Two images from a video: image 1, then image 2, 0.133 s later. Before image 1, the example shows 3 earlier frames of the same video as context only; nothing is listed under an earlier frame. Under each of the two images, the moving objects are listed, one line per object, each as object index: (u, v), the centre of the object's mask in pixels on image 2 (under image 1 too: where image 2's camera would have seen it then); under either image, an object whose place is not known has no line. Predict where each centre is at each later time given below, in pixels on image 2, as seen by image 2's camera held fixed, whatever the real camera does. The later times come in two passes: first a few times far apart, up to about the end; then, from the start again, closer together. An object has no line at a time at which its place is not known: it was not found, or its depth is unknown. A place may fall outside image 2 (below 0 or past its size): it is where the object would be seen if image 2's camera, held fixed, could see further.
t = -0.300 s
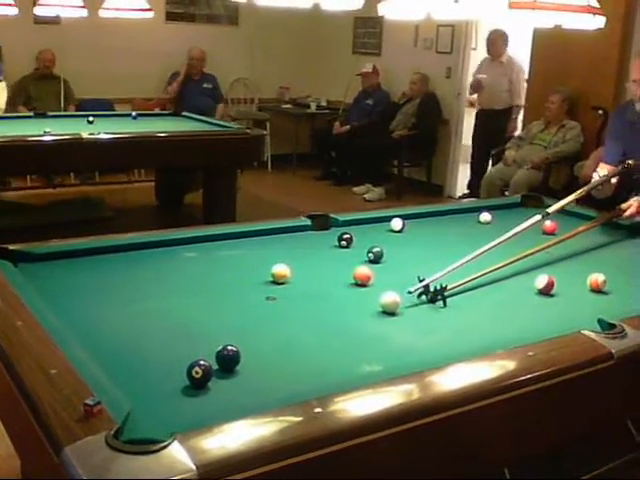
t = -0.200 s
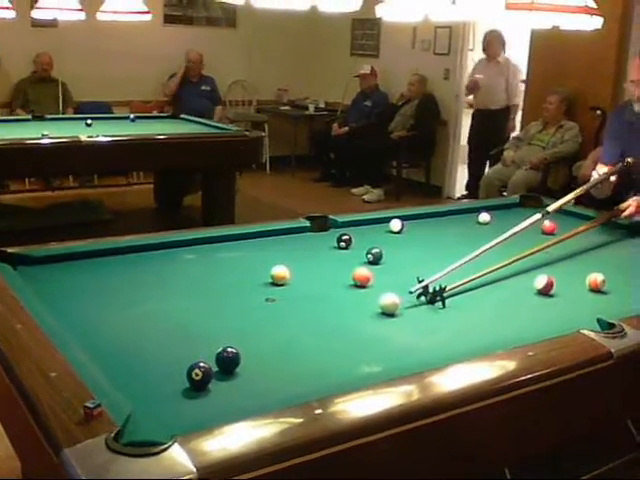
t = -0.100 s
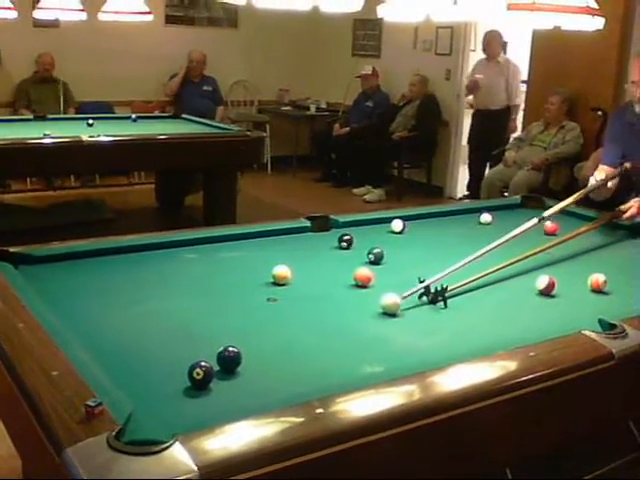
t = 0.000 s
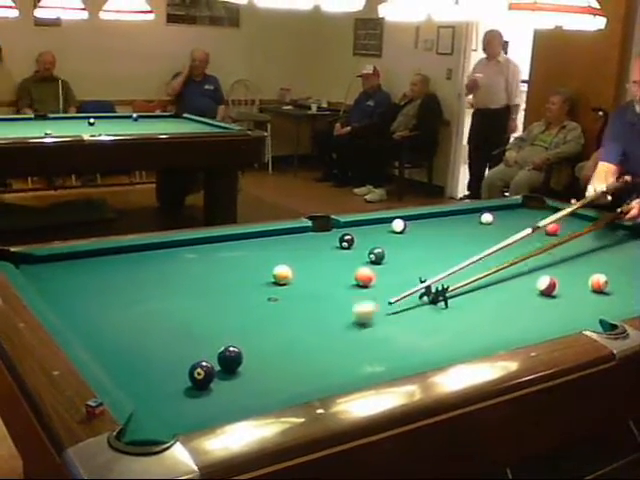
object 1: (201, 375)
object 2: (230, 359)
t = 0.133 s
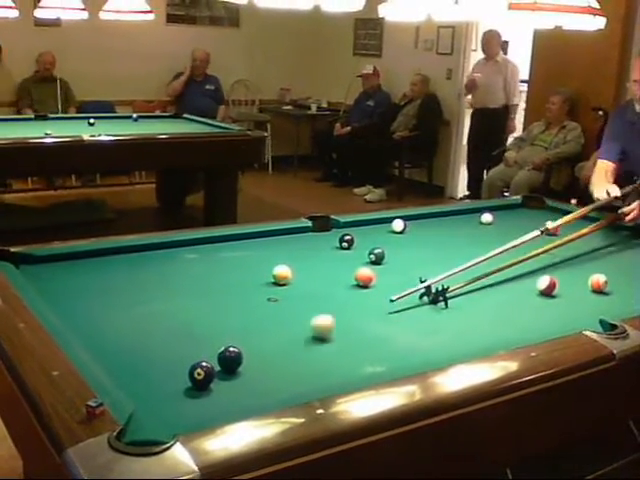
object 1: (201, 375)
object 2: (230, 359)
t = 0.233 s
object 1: (201, 375)
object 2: (230, 359)
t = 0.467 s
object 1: (185, 385)
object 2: (211, 365)
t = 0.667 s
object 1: (148, 408)
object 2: (199, 364)
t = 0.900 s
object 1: (183, 413)
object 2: (181, 365)
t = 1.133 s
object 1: (200, 405)
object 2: (165, 367)
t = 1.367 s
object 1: (208, 397)
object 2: (151, 368)
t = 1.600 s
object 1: (214, 391)
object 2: (140, 369)
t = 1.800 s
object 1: (220, 384)
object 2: (131, 369)
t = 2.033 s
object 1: (225, 378)
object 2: (125, 370)
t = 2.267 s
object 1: (229, 374)
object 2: (121, 371)
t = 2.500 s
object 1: (233, 372)
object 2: (119, 370)
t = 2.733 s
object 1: (236, 370)
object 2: (119, 370)
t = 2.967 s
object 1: (237, 369)
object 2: (120, 370)
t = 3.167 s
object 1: (237, 369)
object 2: (119, 370)
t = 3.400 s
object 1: (237, 369)
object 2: (119, 370)
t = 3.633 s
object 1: (237, 369)
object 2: (119, 370)
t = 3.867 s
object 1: (238, 369)
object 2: (119, 370)
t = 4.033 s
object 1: (237, 370)
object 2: (119, 370)
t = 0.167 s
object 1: (201, 375)
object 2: (229, 359)
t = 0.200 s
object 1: (201, 375)
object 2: (230, 359)
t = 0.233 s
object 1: (201, 375)
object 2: (230, 359)
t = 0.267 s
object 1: (201, 375)
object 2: (230, 359)
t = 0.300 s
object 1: (201, 375)
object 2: (230, 359)
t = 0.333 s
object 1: (201, 375)
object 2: (229, 359)
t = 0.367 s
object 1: (201, 375)
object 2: (224, 361)
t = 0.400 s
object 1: (199, 376)
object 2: (217, 363)
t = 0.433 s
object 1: (191, 381)
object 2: (213, 365)
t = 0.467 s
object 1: (185, 385)
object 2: (211, 365)
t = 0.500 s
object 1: (179, 388)
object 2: (209, 364)
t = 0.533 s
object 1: (173, 392)
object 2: (207, 364)
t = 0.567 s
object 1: (167, 397)
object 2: (205, 364)
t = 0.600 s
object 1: (161, 400)
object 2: (203, 364)
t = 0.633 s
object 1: (154, 404)
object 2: (201, 364)
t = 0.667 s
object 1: (148, 408)
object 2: (199, 364)
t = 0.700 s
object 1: (152, 409)
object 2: (197, 364)
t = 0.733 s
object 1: (156, 410)
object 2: (194, 364)
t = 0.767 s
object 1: (162, 411)
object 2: (192, 364)
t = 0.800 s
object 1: (168, 413)
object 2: (188, 364)
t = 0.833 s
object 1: (173, 414)
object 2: (185, 364)
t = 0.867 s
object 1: (179, 414)
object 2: (183, 365)
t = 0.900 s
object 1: (183, 413)
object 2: (181, 365)
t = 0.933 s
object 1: (188, 412)
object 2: (178, 365)
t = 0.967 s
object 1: (192, 412)
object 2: (176, 365)
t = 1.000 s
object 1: (193, 411)
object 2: (173, 366)
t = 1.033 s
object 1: (195, 409)
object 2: (171, 366)
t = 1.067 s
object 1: (197, 407)
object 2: (169, 367)
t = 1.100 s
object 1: (198, 406)
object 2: (167, 367)
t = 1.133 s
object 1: (200, 405)
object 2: (165, 367)
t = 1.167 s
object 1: (201, 404)
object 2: (163, 367)
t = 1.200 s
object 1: (202, 403)
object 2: (160, 367)
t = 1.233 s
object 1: (204, 402)
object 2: (159, 367)
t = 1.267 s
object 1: (205, 401)
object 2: (157, 367)
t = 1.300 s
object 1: (206, 400)
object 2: (155, 368)
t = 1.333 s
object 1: (207, 399)
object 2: (153, 368)
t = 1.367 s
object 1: (208, 397)
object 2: (151, 368)
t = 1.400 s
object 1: (209, 396)
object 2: (149, 368)
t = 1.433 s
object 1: (210, 395)
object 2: (147, 369)
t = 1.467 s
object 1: (211, 394)
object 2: (146, 369)
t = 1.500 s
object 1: (212, 394)
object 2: (144, 369)
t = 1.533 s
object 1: (212, 393)
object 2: (142, 369)
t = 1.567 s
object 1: (213, 391)
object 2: (141, 369)
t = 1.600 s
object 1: (214, 391)
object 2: (140, 369)
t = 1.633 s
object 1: (215, 389)
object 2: (138, 369)
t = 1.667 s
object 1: (216, 388)
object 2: (137, 369)
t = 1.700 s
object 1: (217, 387)
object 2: (136, 369)
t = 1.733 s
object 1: (218, 386)
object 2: (135, 369)
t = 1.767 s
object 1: (219, 385)
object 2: (133, 369)
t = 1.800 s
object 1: (220, 384)
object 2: (131, 369)
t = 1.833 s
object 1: (221, 383)
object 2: (130, 370)
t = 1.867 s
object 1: (222, 382)
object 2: (129, 370)
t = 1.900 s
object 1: (222, 381)
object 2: (128, 370)
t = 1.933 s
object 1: (223, 380)
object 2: (128, 370)
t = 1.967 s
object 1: (223, 379)
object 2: (127, 370)
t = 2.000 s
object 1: (224, 379)
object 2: (126, 370)
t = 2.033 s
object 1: (225, 378)
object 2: (125, 370)
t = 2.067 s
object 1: (226, 377)
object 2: (125, 370)
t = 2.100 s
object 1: (226, 376)
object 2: (123, 371)
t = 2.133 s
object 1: (227, 375)
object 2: (123, 371)
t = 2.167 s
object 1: (228, 375)
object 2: (122, 371)
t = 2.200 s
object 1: (228, 375)
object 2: (122, 371)
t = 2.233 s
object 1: (229, 375)
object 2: (121, 371)
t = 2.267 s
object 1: (229, 374)
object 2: (121, 371)
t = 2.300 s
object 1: (230, 374)
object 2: (120, 370)
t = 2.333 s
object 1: (231, 373)
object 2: (120, 370)
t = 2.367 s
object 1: (231, 373)
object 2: (120, 370)
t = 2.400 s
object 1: (232, 372)
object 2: (120, 370)
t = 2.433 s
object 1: (232, 372)
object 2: (120, 370)
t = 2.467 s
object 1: (233, 372)
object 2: (120, 370)
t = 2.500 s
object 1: (233, 372)
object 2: (119, 370)
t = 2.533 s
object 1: (234, 371)
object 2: (119, 370)
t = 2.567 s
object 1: (235, 371)
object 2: (119, 369)
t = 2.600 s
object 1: (235, 371)
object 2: (119, 369)
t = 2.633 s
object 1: (236, 371)
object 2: (119, 370)
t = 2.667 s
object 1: (236, 370)
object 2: (119, 369)
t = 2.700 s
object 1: (236, 370)
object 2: (119, 369)
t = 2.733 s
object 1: (236, 370)
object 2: (119, 370)
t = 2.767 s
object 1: (236, 370)
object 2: (119, 370)
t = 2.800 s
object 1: (237, 370)
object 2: (119, 370)
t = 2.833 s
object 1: (237, 370)
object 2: (119, 370)
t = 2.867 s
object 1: (237, 370)
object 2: (119, 370)
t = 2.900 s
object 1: (237, 369)
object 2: (120, 370)
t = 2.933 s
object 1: (237, 370)
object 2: (119, 370)
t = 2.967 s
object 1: (237, 369)
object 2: (120, 370)
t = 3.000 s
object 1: (237, 370)
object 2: (119, 370)
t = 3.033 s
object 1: (237, 369)
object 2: (119, 370)
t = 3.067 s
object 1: (237, 370)
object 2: (119, 370)
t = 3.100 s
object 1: (237, 369)
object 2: (119, 370)
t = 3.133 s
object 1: (237, 369)
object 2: (119, 370)
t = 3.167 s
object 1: (237, 369)
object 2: (119, 370)
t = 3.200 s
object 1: (237, 369)
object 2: (119, 370)
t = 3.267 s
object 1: (237, 370)
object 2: (119, 370)
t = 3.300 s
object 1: (237, 369)
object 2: (119, 370)
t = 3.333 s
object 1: (237, 369)
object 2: (119, 370)
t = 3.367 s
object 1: (237, 369)
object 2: (119, 370)
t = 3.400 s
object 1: (237, 369)
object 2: (119, 370)
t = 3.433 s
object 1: (237, 369)
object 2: (119, 370)
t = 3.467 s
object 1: (237, 370)
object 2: (119, 370)
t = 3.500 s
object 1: (237, 369)
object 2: (119, 370)
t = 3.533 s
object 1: (237, 369)
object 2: (119, 370)
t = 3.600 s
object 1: (237, 369)
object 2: (119, 369)
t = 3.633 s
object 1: (237, 369)
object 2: (119, 370)
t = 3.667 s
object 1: (237, 369)
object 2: (119, 370)
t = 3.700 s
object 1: (237, 369)
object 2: (119, 370)
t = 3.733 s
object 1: (237, 369)
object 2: (119, 370)
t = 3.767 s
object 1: (237, 369)
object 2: (119, 370)
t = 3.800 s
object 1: (237, 369)
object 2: (119, 370)
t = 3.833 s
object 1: (237, 369)
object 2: (119, 370)
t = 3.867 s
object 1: (238, 369)
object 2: (119, 370)
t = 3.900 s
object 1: (237, 370)
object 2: (120, 370)
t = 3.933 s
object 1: (237, 370)
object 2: (119, 370)
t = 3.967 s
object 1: (237, 370)
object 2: (119, 370)
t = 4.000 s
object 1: (238, 369)
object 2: (119, 370)
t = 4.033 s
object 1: (237, 370)
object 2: (119, 370)
